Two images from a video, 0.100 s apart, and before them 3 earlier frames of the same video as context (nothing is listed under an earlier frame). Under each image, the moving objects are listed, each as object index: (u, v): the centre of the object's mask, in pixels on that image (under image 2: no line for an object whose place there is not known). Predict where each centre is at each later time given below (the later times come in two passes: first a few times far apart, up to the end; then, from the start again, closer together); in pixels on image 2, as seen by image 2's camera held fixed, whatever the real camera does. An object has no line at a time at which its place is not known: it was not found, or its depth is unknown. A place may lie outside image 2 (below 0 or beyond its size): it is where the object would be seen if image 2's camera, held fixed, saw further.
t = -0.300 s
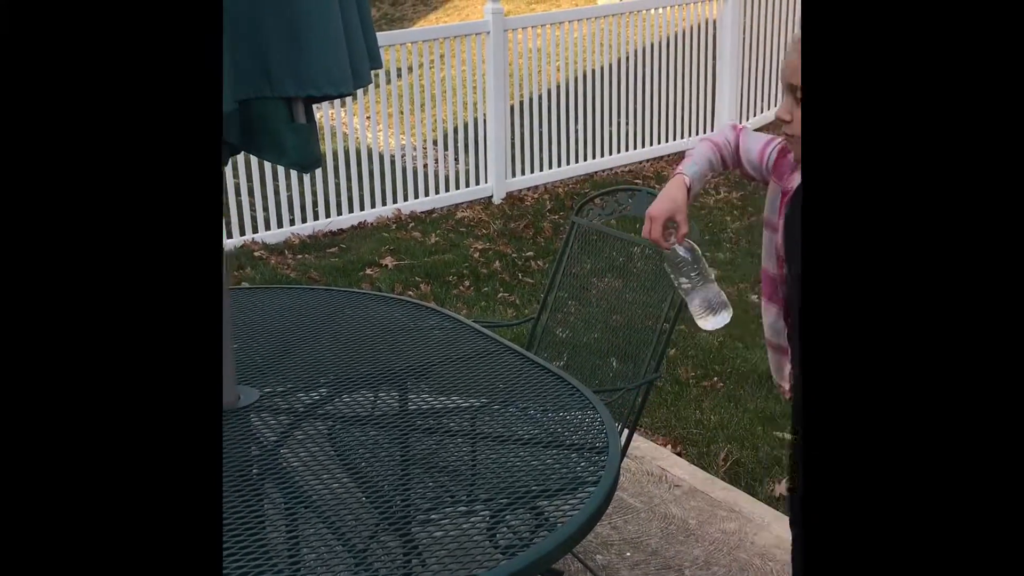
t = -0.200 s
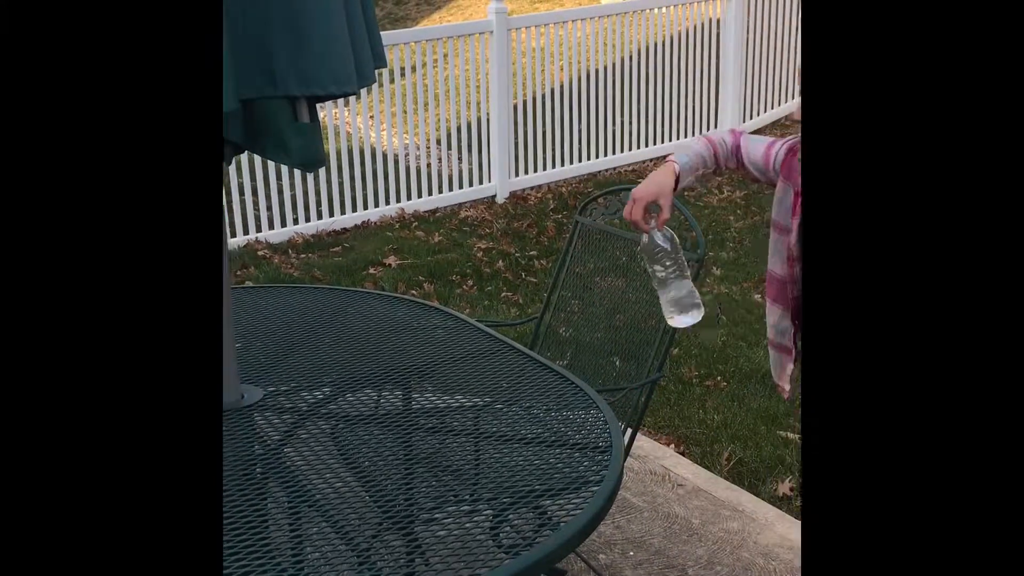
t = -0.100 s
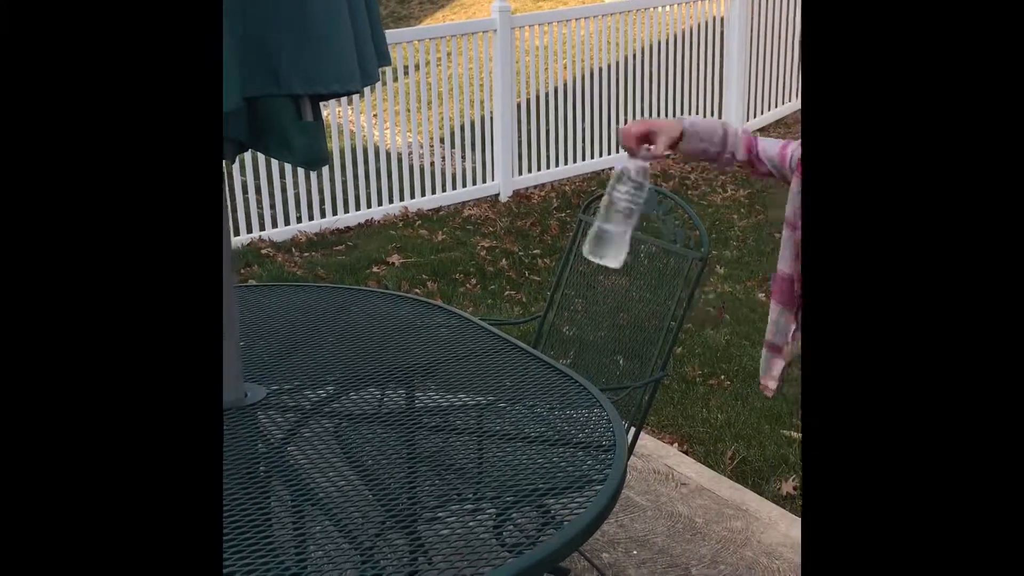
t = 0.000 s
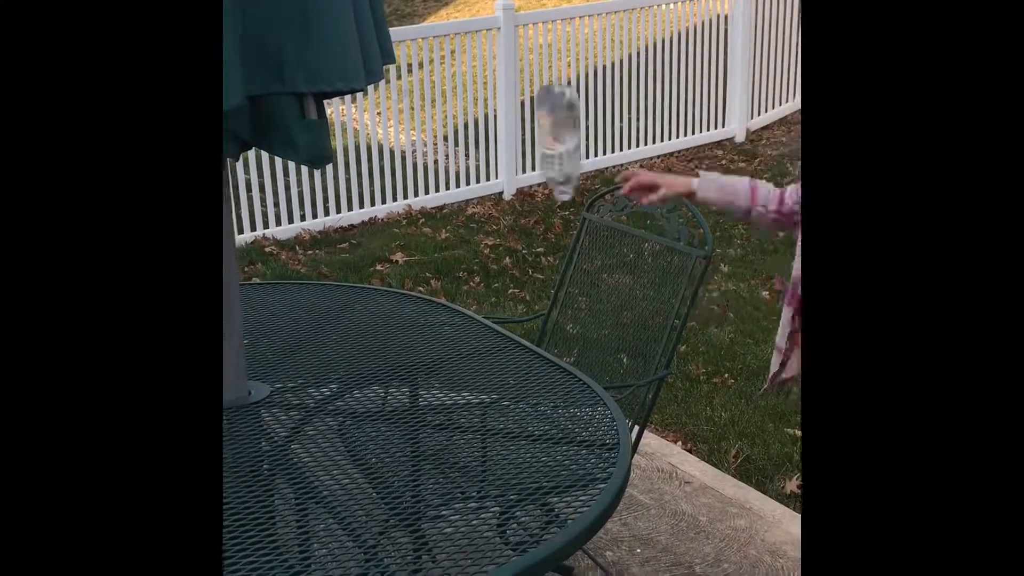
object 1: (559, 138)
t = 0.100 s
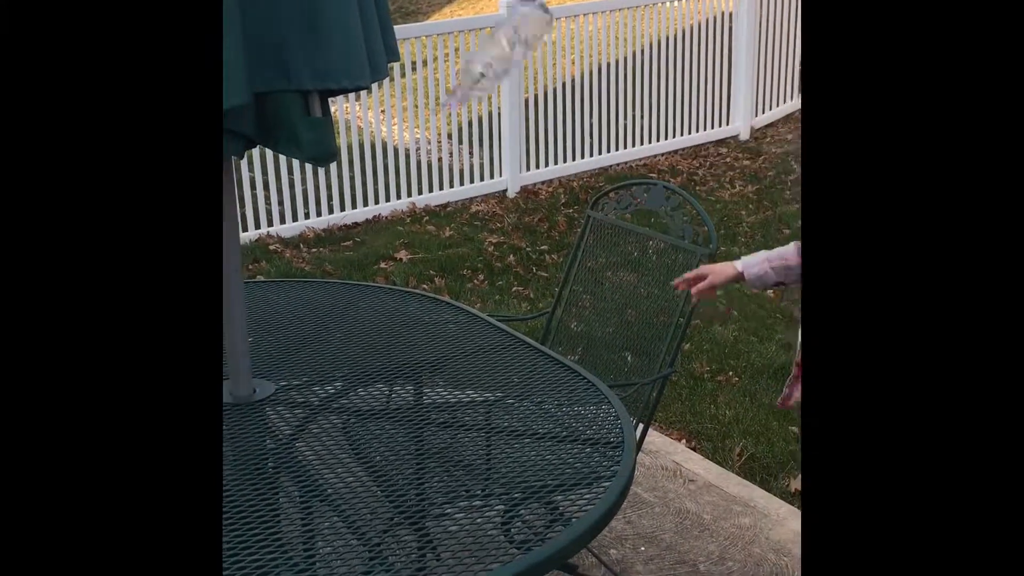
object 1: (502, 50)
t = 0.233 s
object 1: (453, 47)
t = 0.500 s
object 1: (370, 369)
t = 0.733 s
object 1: (328, 384)
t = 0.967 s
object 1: (321, 385)
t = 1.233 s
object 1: (323, 385)
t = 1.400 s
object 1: (344, 377)
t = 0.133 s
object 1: (480, 43)
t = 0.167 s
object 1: (474, 37)
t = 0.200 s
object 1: (459, 38)
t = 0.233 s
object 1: (453, 47)
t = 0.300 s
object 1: (426, 91)
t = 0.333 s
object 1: (416, 124)
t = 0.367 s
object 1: (409, 165)
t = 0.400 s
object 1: (399, 211)
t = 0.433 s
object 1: (391, 261)
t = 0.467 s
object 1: (383, 318)
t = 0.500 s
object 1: (370, 369)
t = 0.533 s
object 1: (364, 364)
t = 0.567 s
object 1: (359, 354)
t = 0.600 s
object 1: (352, 350)
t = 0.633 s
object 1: (345, 353)
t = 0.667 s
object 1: (339, 362)
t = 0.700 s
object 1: (332, 372)
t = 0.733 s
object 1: (328, 384)
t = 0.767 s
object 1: (327, 384)
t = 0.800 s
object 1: (327, 384)
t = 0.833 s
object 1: (324, 385)
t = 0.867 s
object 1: (322, 385)
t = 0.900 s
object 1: (321, 385)
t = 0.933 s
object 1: (321, 385)
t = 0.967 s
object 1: (321, 385)
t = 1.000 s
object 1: (321, 385)
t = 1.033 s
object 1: (322, 385)
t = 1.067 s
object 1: (322, 385)
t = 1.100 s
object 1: (322, 385)
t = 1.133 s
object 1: (322, 385)
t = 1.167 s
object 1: (322, 385)
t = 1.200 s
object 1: (322, 385)
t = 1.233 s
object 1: (323, 385)
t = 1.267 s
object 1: (322, 385)
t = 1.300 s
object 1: (322, 385)
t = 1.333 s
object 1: (322, 385)
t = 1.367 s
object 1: (321, 386)
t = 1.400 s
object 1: (344, 377)
